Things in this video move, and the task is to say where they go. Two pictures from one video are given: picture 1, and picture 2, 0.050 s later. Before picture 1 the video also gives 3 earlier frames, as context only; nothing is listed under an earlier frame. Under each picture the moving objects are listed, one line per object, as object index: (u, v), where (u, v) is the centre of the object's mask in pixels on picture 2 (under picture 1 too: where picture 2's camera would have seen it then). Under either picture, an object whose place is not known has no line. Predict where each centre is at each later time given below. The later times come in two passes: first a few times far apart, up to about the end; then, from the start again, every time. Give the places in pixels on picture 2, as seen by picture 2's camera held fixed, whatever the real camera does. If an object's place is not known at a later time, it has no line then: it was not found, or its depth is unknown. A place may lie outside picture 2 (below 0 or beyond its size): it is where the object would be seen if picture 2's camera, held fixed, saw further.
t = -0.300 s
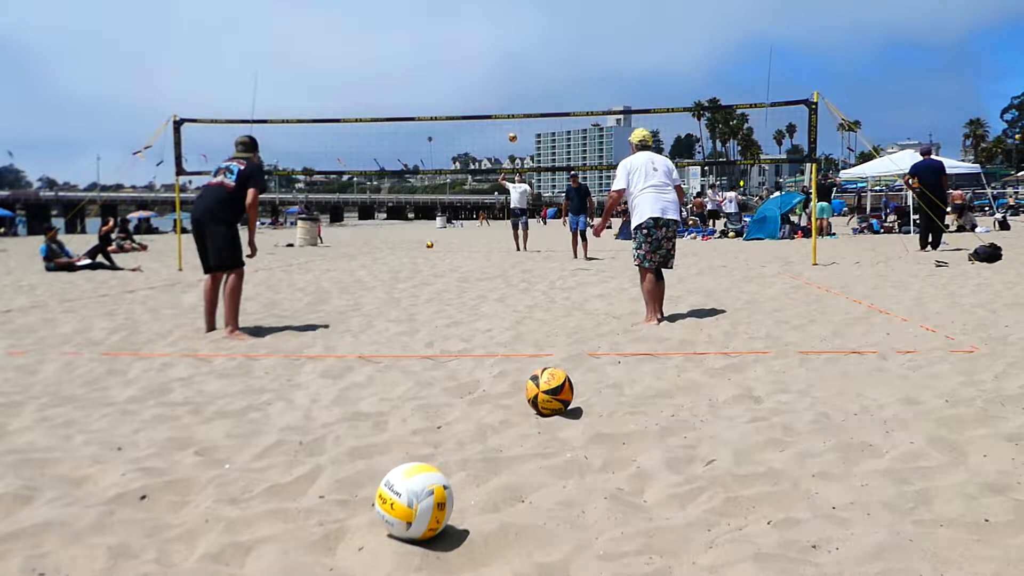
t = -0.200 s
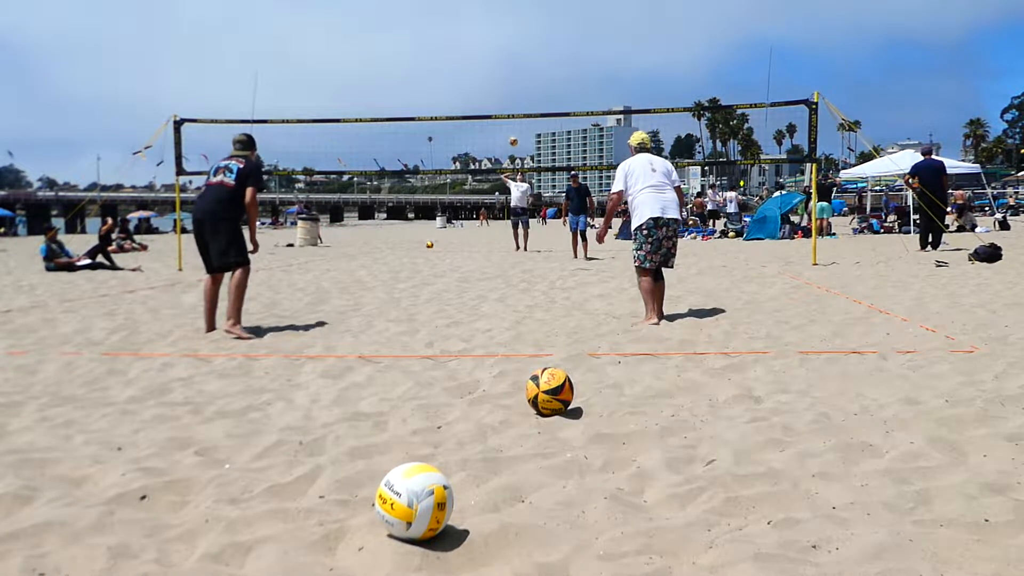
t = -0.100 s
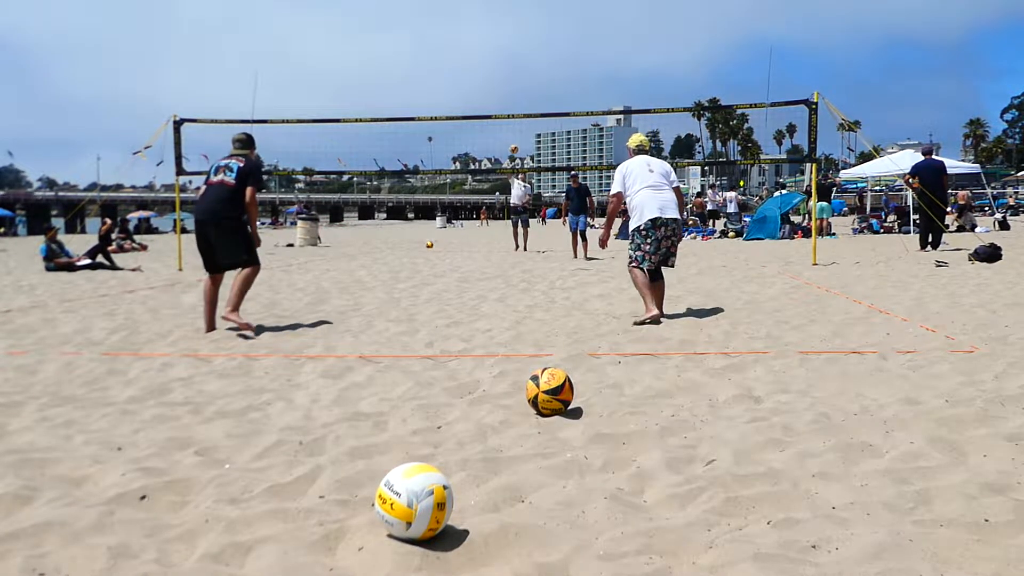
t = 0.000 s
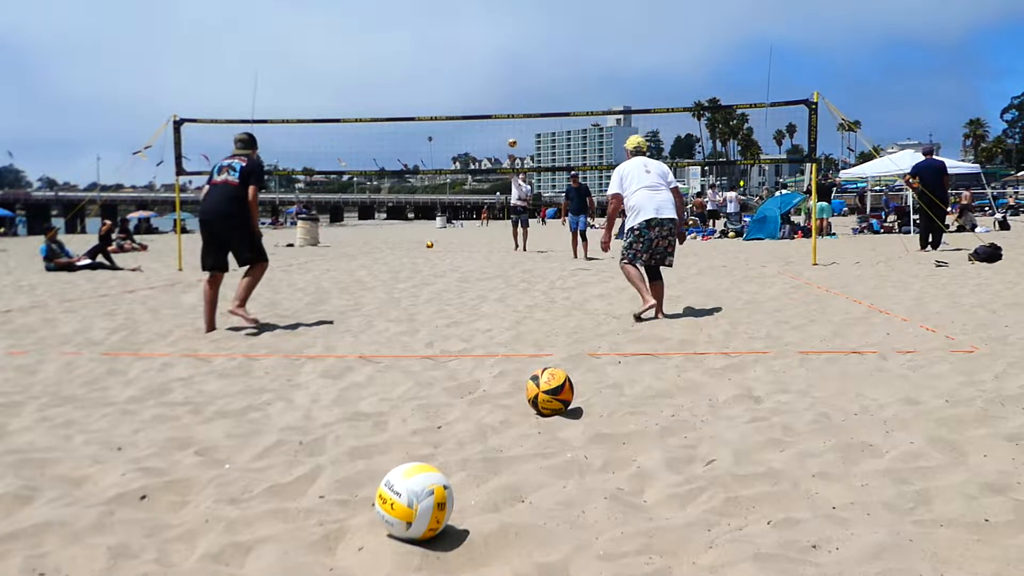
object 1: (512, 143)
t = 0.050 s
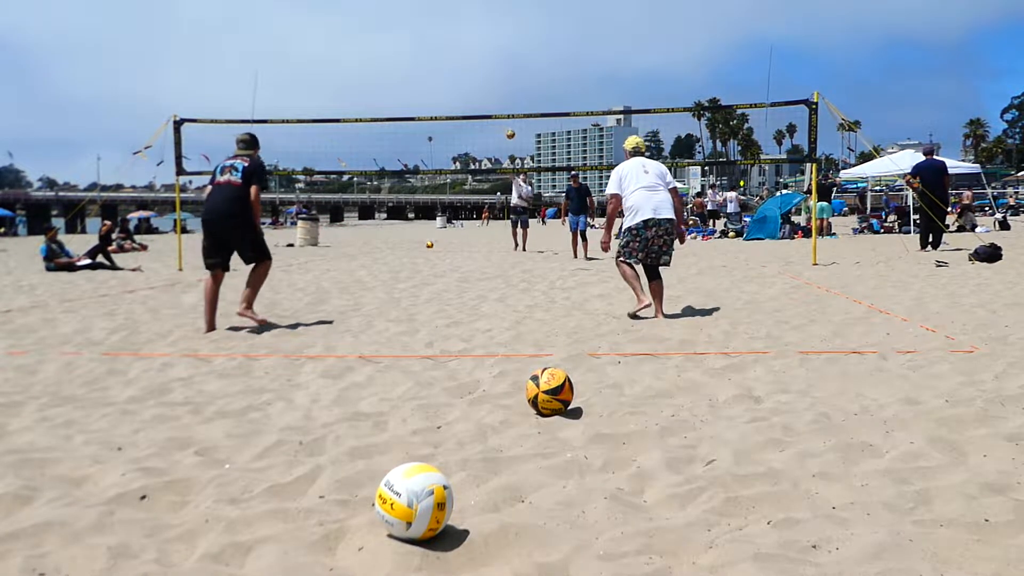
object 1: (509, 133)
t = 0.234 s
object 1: (501, 106)
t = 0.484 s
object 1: (489, 91)
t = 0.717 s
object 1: (482, 117)
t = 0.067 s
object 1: (509, 131)
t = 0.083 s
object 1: (508, 128)
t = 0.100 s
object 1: (508, 126)
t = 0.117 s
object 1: (507, 123)
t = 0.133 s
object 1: (507, 122)
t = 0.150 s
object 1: (506, 121)
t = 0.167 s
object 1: (505, 115)
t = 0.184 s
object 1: (504, 112)
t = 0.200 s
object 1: (503, 110)
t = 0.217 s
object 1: (503, 108)
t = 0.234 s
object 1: (501, 106)
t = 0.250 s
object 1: (500, 105)
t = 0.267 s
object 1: (500, 103)
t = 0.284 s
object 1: (499, 101)
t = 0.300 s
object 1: (498, 99)
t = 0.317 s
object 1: (497, 98)
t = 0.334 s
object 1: (496, 97)
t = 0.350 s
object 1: (496, 95)
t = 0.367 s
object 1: (495, 95)
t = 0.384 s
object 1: (493, 92)
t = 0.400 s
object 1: (493, 92)
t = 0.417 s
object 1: (492, 92)
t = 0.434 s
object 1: (491, 92)
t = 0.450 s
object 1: (491, 91)
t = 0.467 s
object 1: (490, 91)
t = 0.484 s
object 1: (489, 91)
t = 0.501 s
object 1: (488, 92)
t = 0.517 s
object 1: (488, 92)
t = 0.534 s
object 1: (487, 92)
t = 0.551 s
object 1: (487, 93)
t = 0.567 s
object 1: (486, 94)
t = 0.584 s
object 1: (486, 96)
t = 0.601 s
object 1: (485, 98)
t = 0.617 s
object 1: (485, 100)
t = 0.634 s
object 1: (484, 102)
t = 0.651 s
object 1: (484, 104)
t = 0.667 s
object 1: (484, 106)
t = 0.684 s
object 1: (483, 110)
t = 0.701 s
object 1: (483, 114)
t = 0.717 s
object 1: (482, 117)
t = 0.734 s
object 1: (481, 120)
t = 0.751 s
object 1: (481, 125)
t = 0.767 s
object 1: (481, 129)
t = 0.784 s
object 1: (480, 135)
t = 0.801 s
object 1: (480, 141)
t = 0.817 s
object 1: (480, 146)
